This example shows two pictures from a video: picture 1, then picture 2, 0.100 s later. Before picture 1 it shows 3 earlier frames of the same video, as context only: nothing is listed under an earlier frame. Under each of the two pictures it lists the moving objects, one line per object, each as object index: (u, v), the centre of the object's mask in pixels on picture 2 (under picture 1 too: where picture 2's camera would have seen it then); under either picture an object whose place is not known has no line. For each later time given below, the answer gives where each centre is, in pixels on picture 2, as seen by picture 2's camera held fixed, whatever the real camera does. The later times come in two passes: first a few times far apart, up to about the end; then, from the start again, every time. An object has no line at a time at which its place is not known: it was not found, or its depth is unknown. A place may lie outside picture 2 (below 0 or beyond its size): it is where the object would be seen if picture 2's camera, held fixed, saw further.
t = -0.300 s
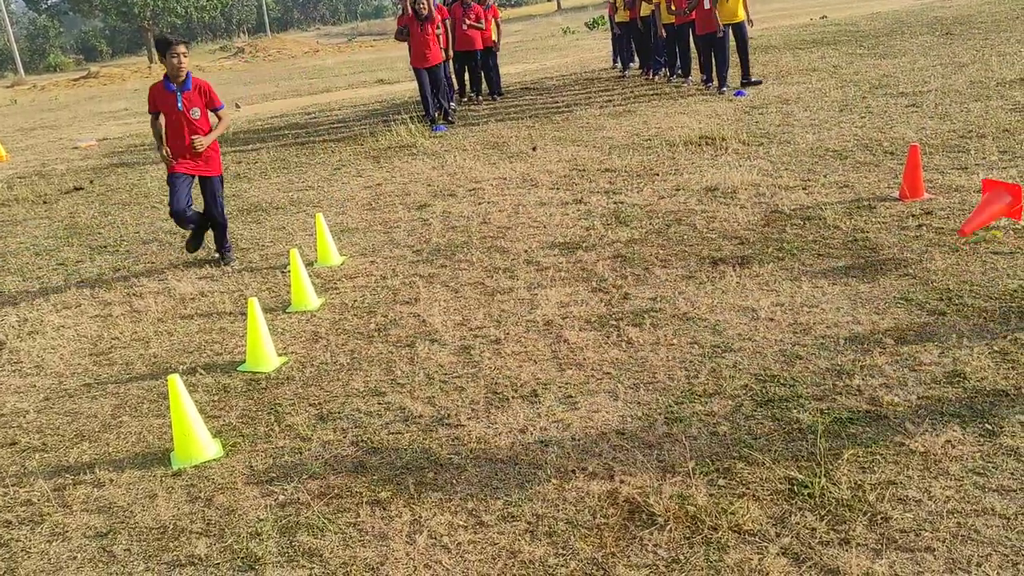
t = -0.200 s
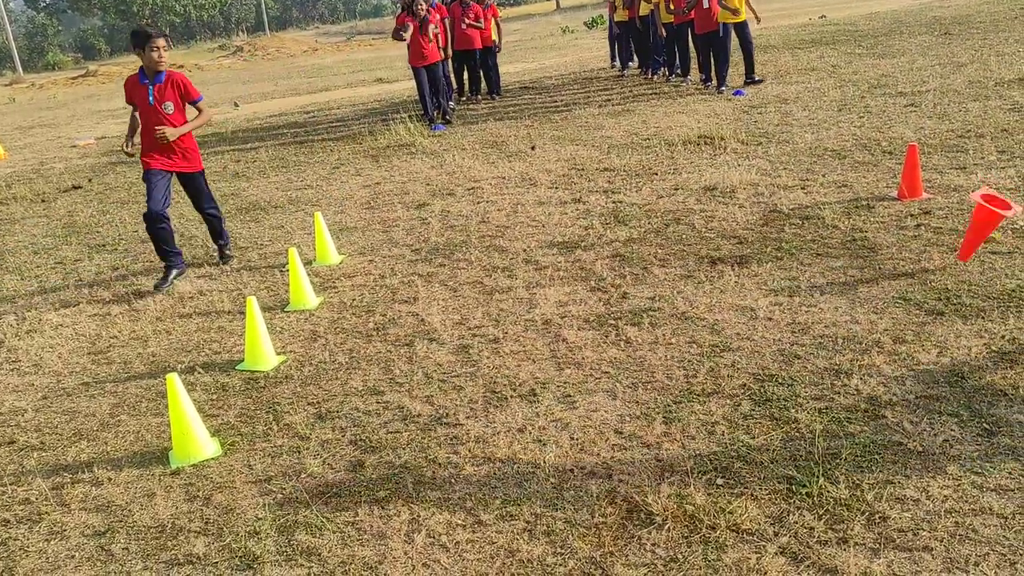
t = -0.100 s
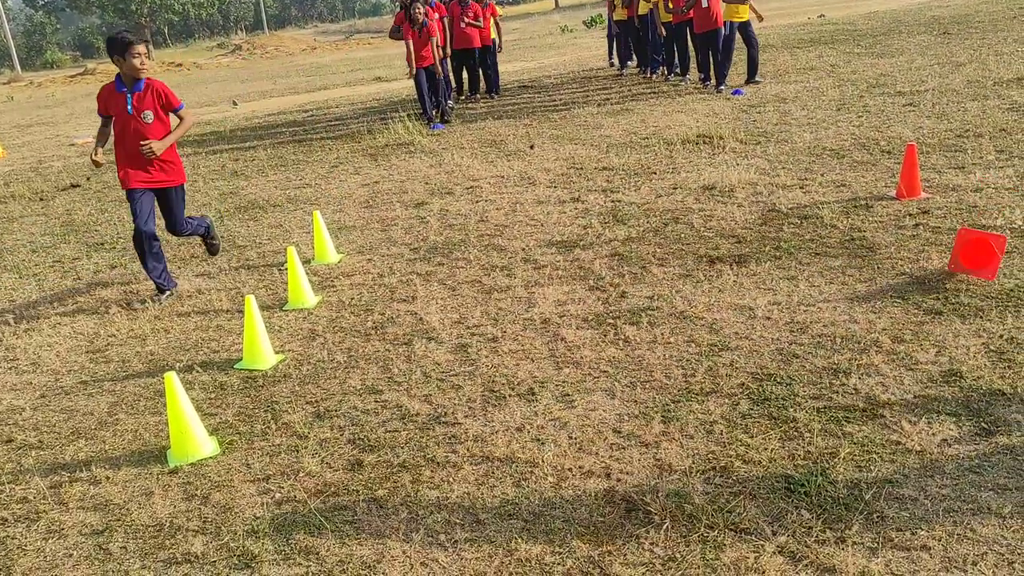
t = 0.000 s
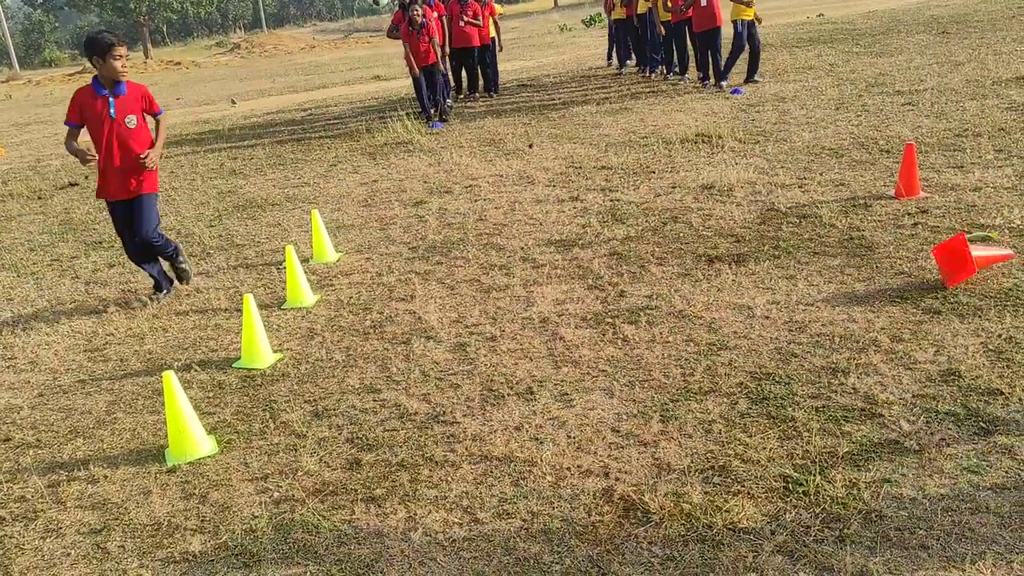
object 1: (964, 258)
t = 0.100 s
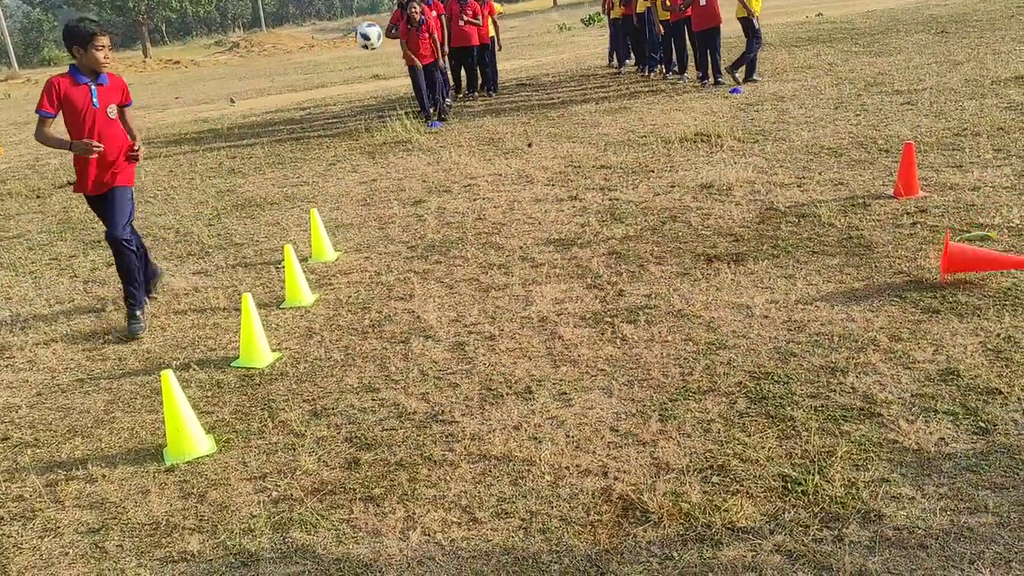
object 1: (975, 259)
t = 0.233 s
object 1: (977, 263)
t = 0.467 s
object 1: (983, 260)
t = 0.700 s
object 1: (989, 257)
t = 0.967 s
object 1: (984, 260)
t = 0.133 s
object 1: (976, 262)
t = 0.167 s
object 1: (975, 264)
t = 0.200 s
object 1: (976, 264)
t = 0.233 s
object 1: (977, 263)
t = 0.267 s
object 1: (978, 262)
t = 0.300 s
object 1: (979, 262)
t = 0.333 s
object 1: (980, 261)
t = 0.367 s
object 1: (980, 260)
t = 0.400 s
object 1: (981, 260)
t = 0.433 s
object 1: (982, 260)
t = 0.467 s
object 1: (983, 260)
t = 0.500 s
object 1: (984, 260)
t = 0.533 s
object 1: (986, 258)
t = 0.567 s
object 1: (988, 258)
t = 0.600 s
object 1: (989, 257)
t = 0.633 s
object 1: (989, 257)
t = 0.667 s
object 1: (989, 257)
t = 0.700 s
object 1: (989, 257)
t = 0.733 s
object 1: (989, 258)
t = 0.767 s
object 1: (987, 258)
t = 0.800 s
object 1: (985, 260)
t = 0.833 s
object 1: (984, 260)
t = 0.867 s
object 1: (984, 260)
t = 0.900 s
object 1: (984, 260)
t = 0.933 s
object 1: (984, 260)
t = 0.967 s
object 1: (984, 260)
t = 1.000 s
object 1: (985, 260)
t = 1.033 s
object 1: (985, 260)
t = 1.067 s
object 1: (985, 259)
